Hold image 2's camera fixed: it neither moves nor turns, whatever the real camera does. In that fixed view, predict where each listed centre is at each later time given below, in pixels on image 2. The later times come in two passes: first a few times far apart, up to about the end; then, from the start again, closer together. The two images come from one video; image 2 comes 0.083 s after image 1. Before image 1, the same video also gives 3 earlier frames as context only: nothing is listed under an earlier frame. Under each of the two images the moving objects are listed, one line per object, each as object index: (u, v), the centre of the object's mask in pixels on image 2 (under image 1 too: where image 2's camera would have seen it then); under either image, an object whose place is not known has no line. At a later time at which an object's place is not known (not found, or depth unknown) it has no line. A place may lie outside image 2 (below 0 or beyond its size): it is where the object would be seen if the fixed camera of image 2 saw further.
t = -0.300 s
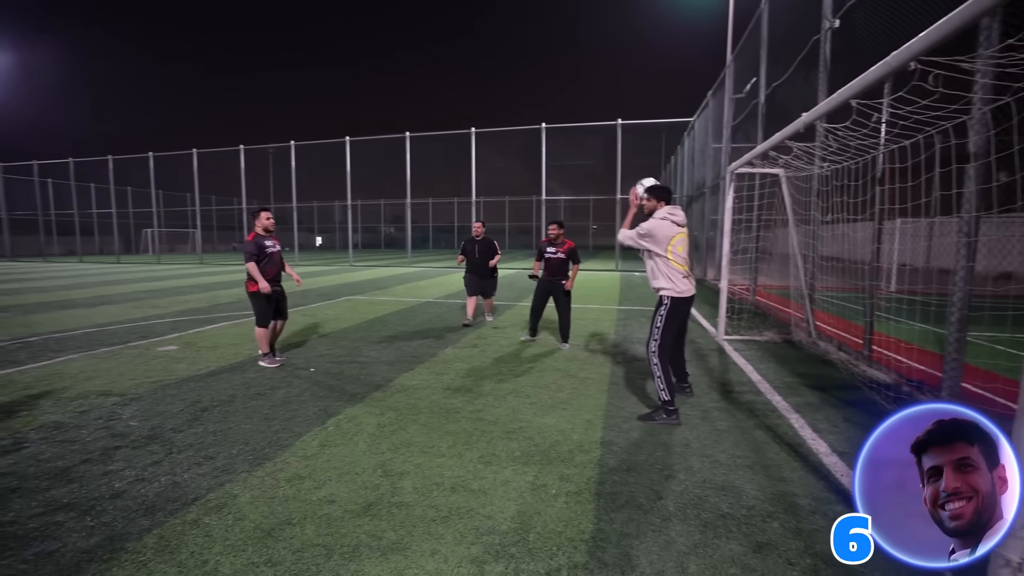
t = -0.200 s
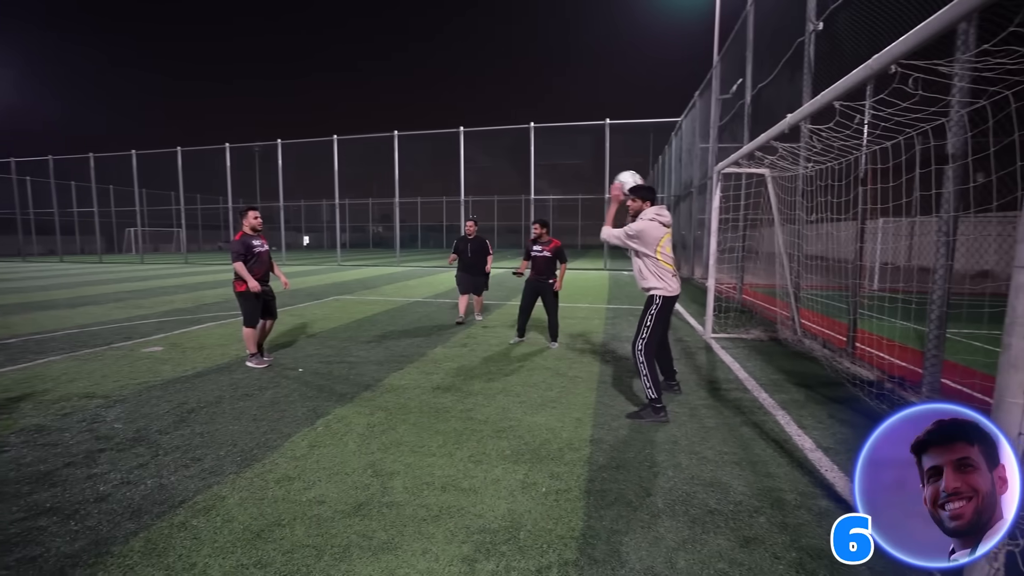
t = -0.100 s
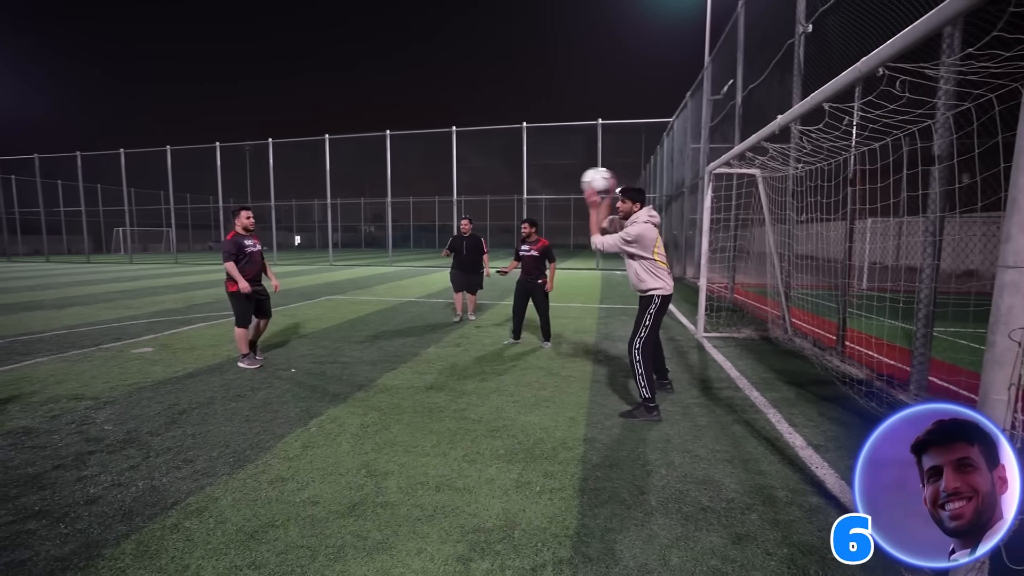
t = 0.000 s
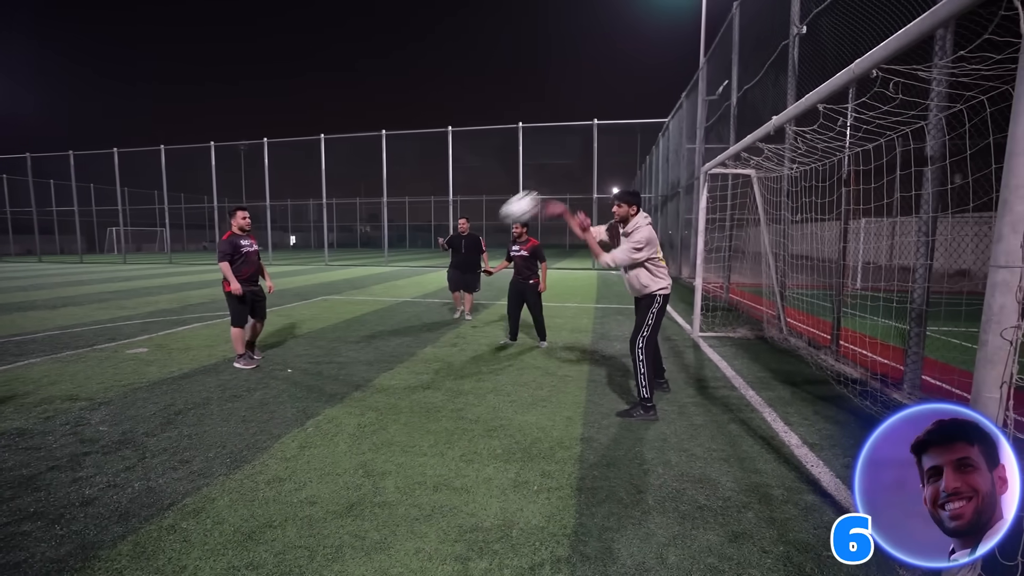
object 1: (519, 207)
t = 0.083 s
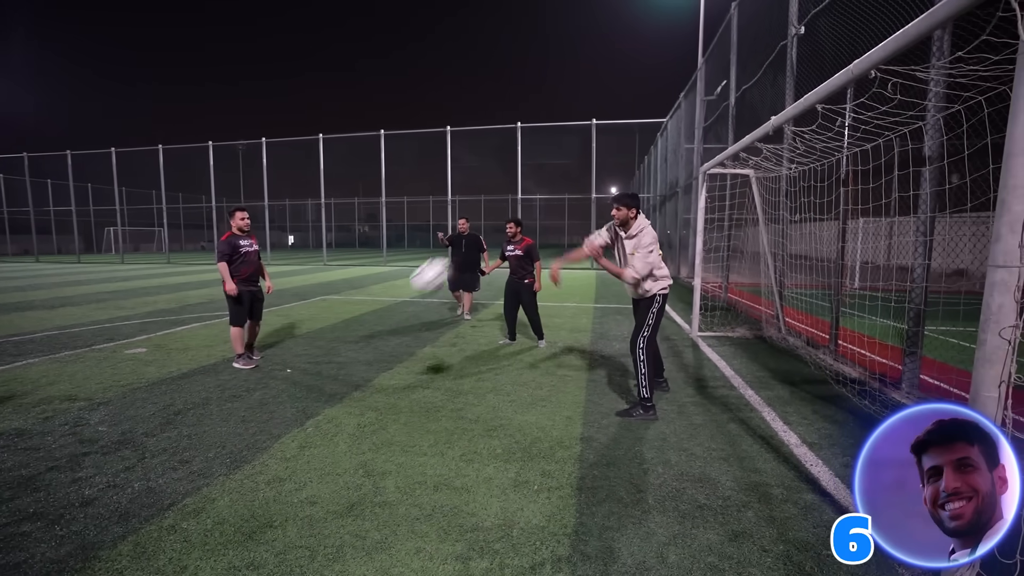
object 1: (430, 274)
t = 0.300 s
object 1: (216, 381)
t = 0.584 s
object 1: (15, 260)
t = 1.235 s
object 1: (-241, 393)
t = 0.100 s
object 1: (411, 292)
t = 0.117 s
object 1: (392, 308)
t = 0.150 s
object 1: (354, 342)
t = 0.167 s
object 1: (334, 361)
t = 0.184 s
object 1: (314, 379)
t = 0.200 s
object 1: (293, 401)
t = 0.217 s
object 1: (272, 421)
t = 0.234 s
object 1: (257, 423)
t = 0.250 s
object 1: (248, 412)
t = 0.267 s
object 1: (237, 401)
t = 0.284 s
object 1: (227, 391)
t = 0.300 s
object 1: (216, 381)
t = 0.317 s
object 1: (205, 372)
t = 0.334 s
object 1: (195, 363)
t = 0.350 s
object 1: (185, 355)
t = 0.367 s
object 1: (173, 345)
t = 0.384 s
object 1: (162, 336)
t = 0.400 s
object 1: (150, 328)
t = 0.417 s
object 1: (140, 320)
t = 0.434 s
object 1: (128, 312)
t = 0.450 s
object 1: (116, 305)
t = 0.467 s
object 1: (104, 298)
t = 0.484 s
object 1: (92, 292)
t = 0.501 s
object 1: (81, 286)
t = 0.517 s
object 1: (69, 281)
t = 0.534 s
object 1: (56, 274)
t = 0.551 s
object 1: (44, 269)
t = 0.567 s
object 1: (29, 264)
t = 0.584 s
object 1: (15, 260)
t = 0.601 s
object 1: (3, 256)
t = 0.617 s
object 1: (-13, 253)
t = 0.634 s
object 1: (-27, 250)
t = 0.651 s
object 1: (-43, 248)
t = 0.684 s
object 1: (-63, 245)
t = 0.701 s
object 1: (-80, 244)
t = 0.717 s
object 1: (-88, 243)
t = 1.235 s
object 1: (-241, 393)
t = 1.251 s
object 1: (-244, 410)
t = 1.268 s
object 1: (-243, 421)
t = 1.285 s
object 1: (-248, 434)
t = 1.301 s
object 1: (-248, 451)
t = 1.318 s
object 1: (-248, 466)
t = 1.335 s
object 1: (-251, 482)
